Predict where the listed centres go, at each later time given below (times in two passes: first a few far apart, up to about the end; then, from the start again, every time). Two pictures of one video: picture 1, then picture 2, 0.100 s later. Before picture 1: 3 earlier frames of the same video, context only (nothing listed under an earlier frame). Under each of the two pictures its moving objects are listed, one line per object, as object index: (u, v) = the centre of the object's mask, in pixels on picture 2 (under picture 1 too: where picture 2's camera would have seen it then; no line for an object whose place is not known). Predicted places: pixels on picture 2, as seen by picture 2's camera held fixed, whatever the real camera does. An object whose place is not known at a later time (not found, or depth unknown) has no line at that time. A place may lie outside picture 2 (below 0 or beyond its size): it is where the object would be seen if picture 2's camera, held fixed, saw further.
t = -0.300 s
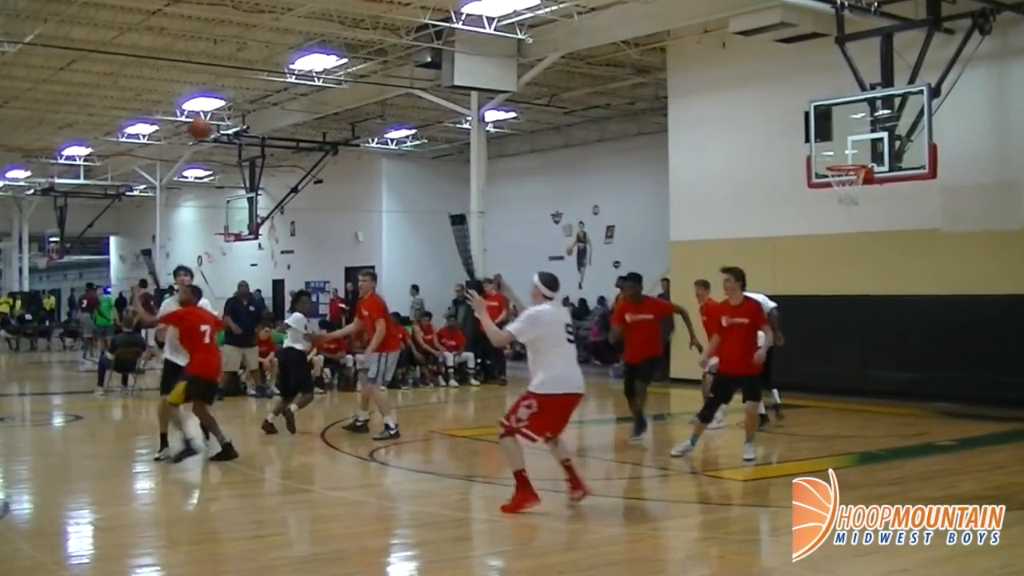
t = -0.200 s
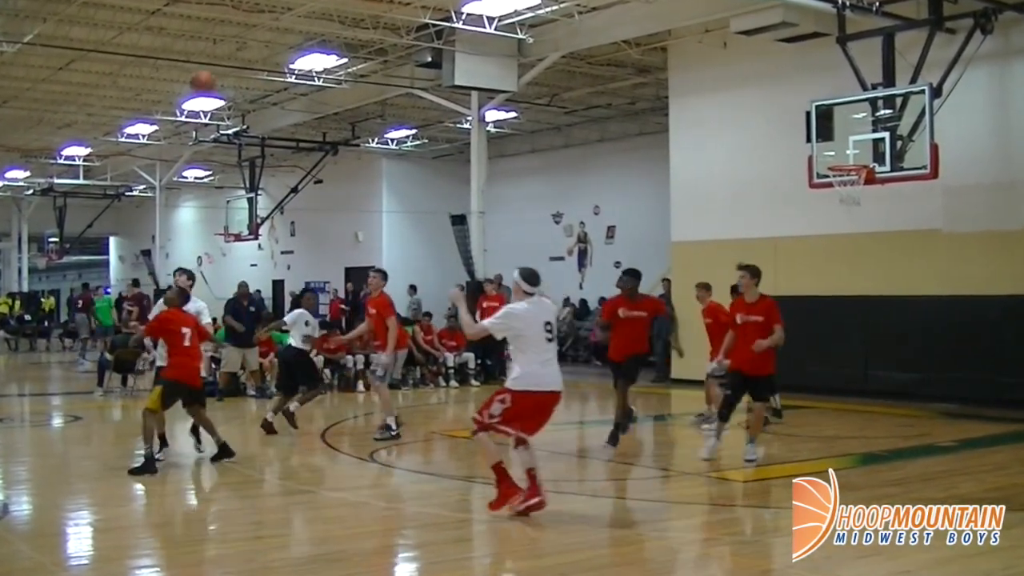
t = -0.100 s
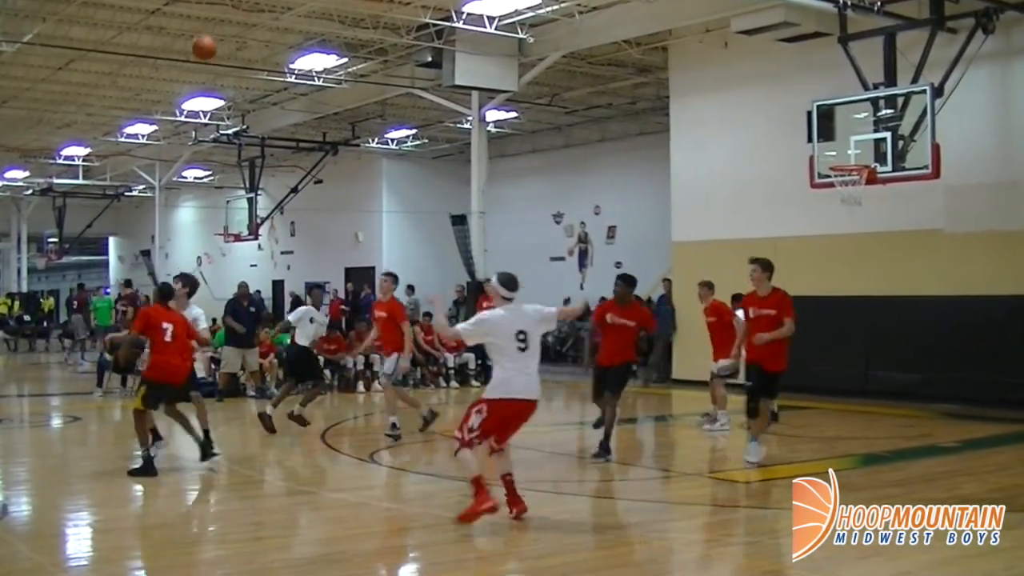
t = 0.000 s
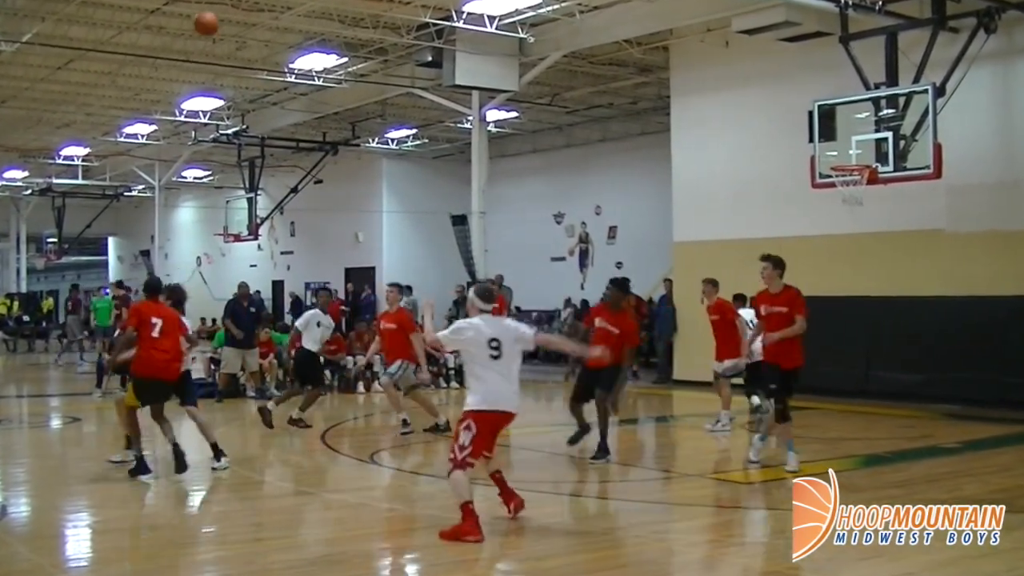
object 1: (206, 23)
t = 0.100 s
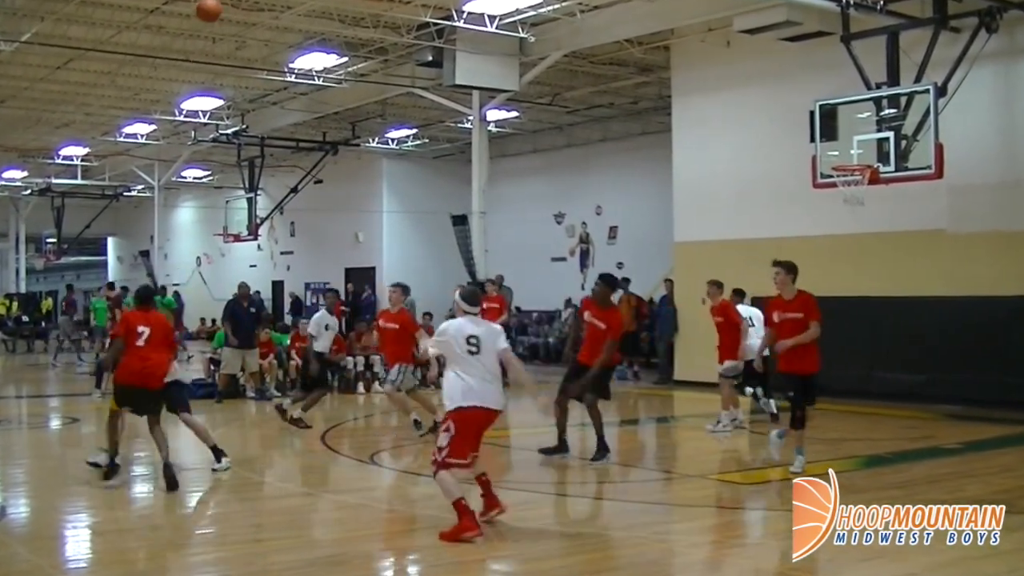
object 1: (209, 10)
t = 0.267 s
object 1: (212, 11)
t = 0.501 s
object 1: (216, 58)
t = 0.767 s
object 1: (216, 187)
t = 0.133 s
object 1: (209, 9)
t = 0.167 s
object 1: (210, 9)
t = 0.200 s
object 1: (211, 9)
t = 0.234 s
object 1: (211, 10)
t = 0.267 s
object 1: (212, 11)
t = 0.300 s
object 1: (213, 13)
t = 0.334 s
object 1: (213, 18)
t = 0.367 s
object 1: (214, 24)
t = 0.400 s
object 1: (215, 30)
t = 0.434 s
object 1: (216, 39)
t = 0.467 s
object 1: (216, 48)
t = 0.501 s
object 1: (216, 58)
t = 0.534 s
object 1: (217, 70)
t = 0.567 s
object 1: (217, 82)
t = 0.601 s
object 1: (217, 96)
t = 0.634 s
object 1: (218, 114)
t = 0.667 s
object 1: (218, 130)
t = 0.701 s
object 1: (217, 146)
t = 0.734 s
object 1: (216, 165)
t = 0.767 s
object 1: (216, 187)
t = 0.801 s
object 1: (216, 208)
